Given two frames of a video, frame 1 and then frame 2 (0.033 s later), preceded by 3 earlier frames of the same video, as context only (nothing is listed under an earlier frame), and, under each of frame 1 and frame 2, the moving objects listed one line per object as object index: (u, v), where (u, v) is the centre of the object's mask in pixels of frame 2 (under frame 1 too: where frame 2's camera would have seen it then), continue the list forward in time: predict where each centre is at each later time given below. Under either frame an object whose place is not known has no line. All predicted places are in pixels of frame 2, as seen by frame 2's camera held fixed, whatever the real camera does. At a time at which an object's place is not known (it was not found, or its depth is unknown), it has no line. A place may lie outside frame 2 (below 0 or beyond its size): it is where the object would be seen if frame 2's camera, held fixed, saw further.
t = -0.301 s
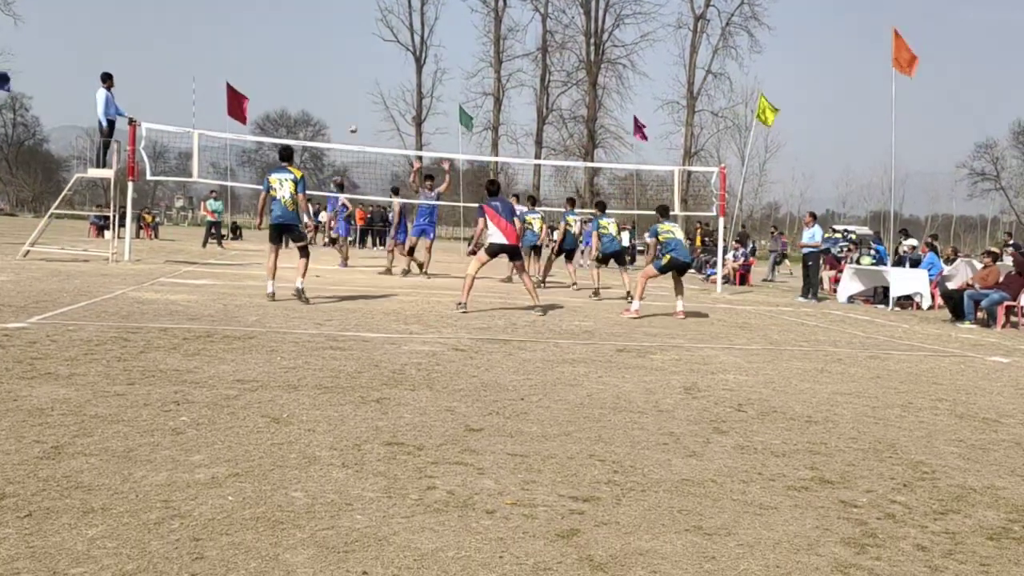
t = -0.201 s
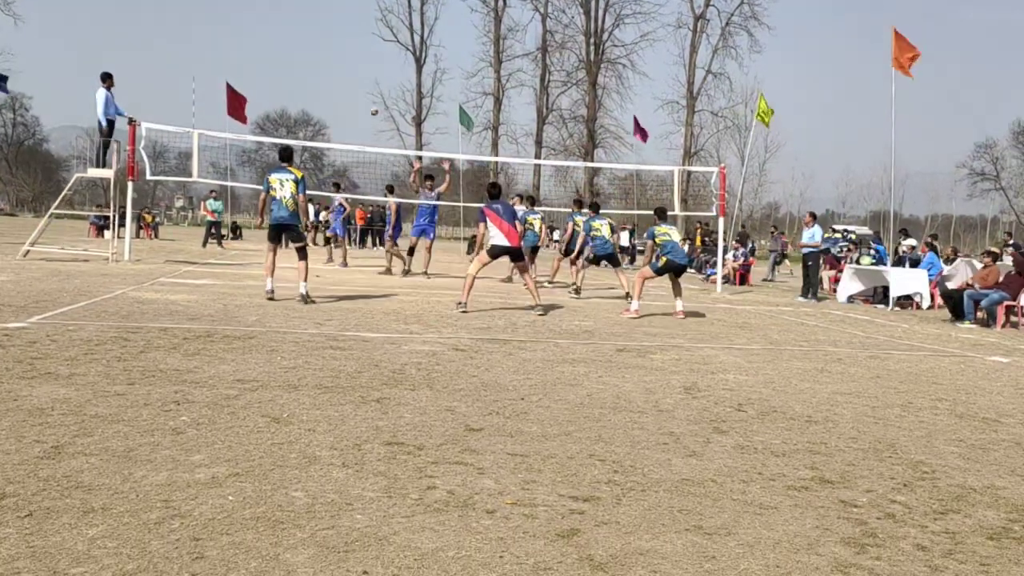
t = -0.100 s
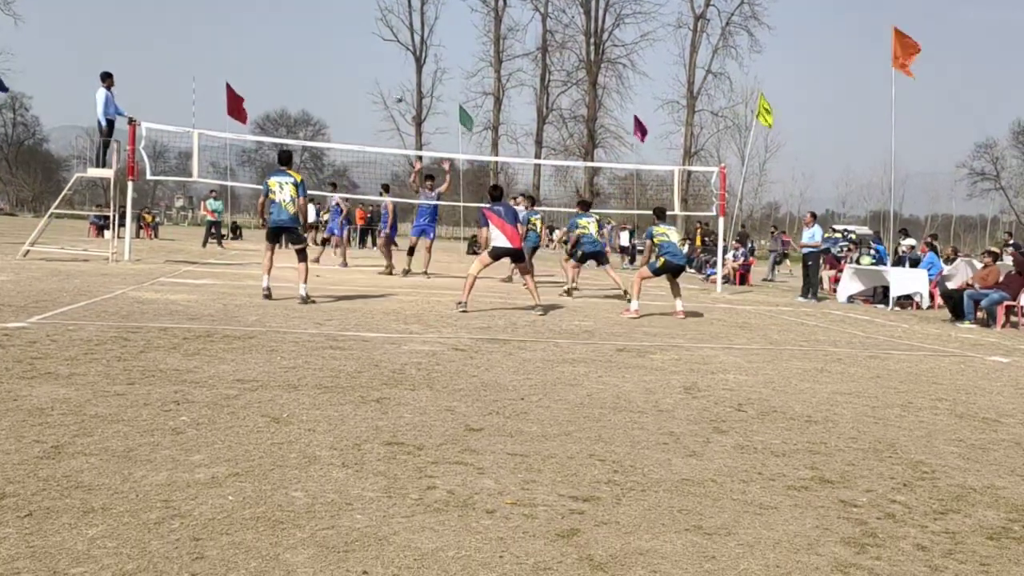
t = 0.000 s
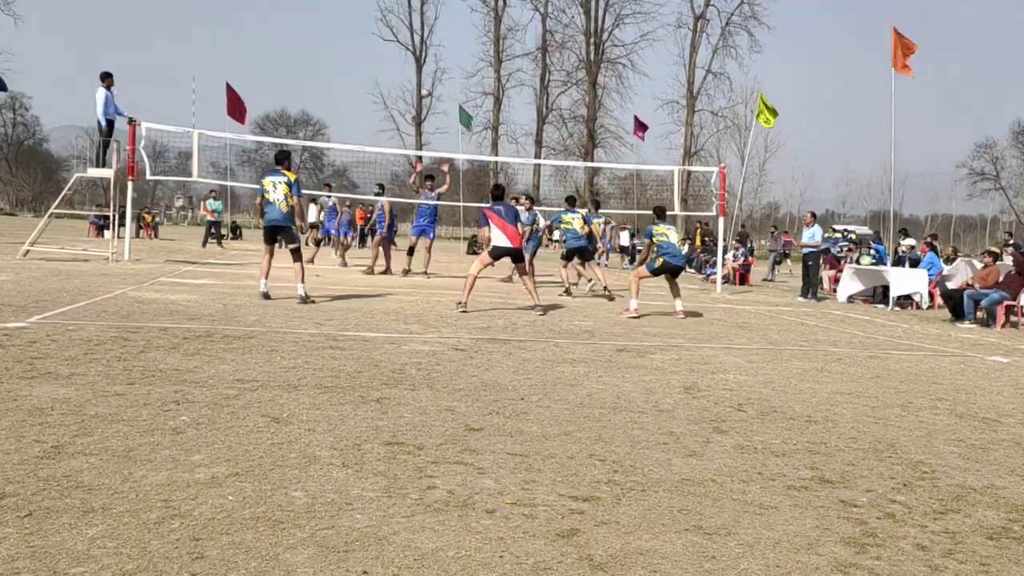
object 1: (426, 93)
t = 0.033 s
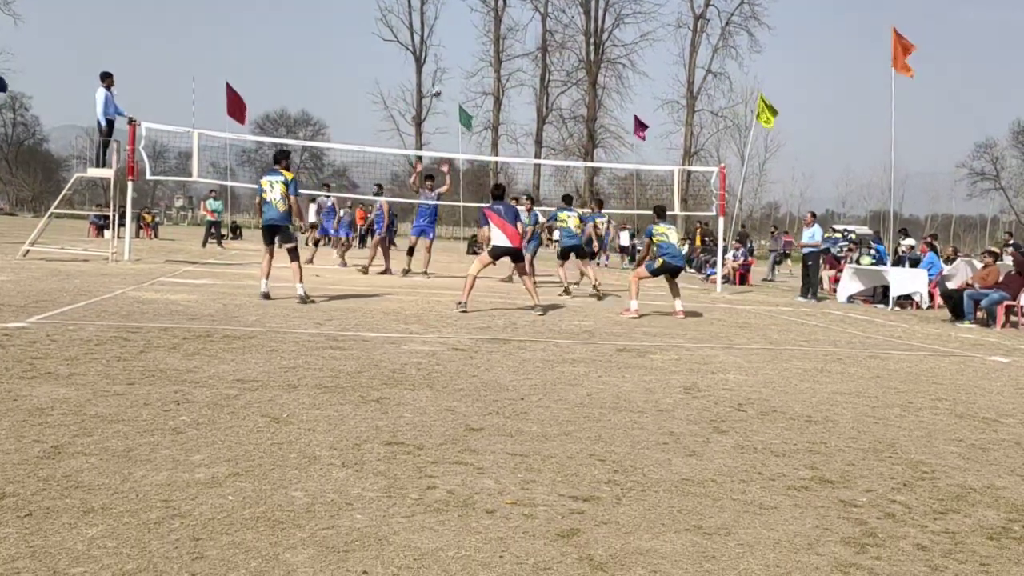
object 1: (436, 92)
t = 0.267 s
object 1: (523, 116)
